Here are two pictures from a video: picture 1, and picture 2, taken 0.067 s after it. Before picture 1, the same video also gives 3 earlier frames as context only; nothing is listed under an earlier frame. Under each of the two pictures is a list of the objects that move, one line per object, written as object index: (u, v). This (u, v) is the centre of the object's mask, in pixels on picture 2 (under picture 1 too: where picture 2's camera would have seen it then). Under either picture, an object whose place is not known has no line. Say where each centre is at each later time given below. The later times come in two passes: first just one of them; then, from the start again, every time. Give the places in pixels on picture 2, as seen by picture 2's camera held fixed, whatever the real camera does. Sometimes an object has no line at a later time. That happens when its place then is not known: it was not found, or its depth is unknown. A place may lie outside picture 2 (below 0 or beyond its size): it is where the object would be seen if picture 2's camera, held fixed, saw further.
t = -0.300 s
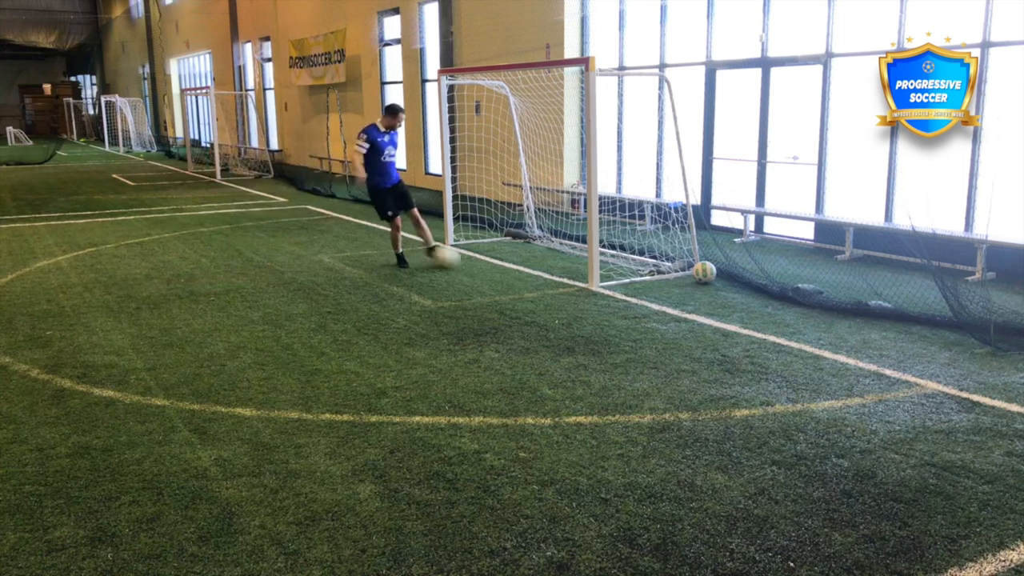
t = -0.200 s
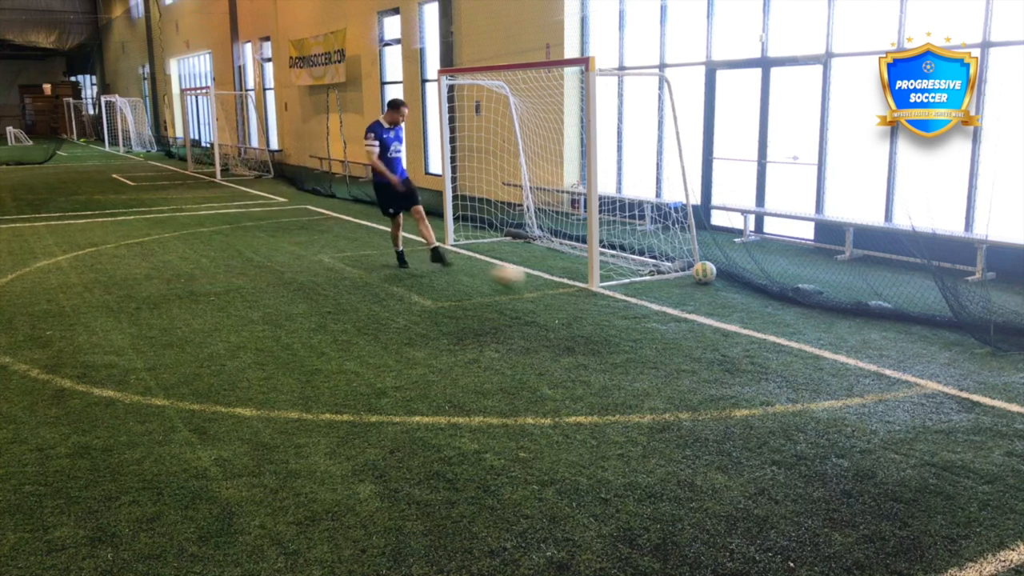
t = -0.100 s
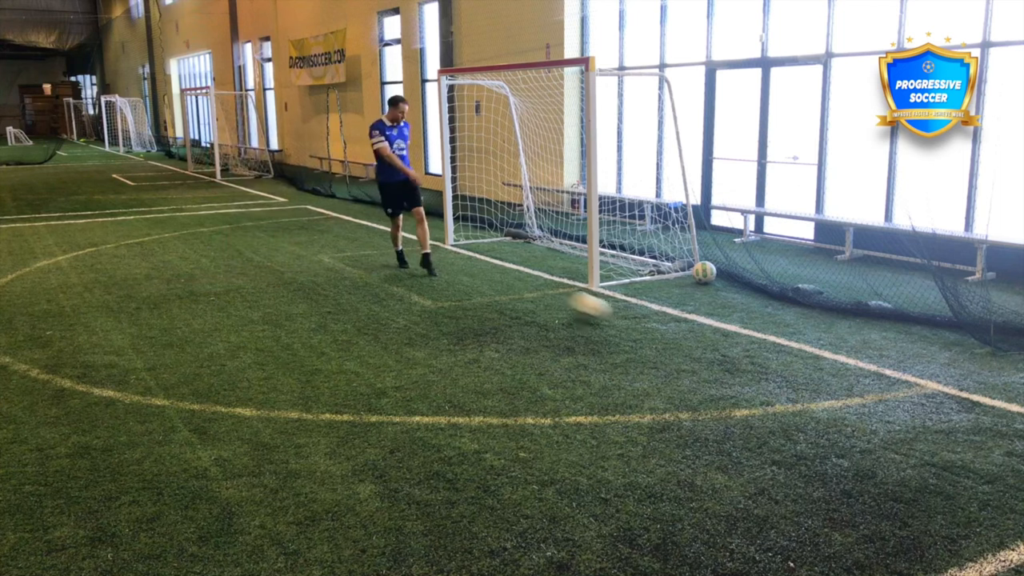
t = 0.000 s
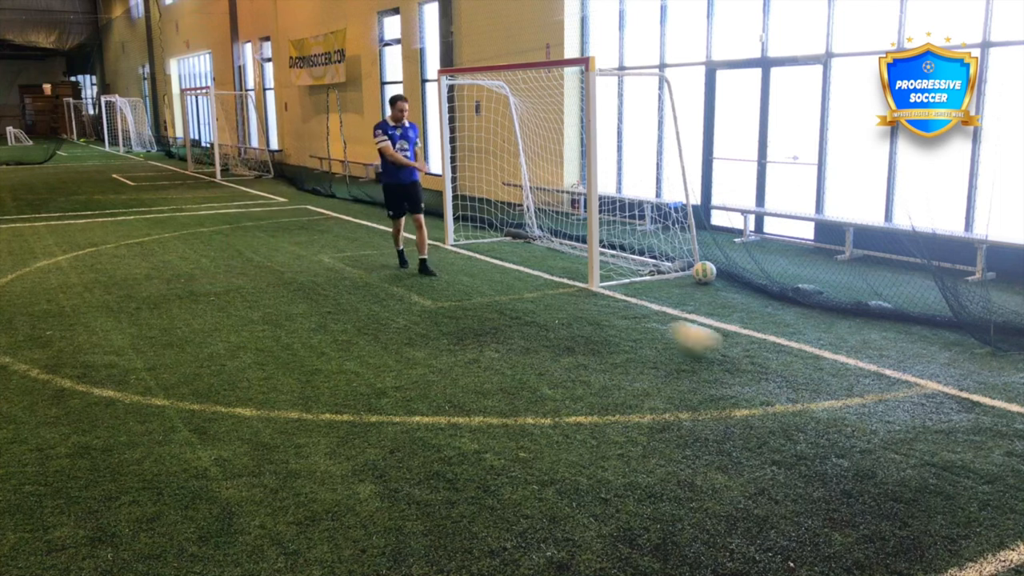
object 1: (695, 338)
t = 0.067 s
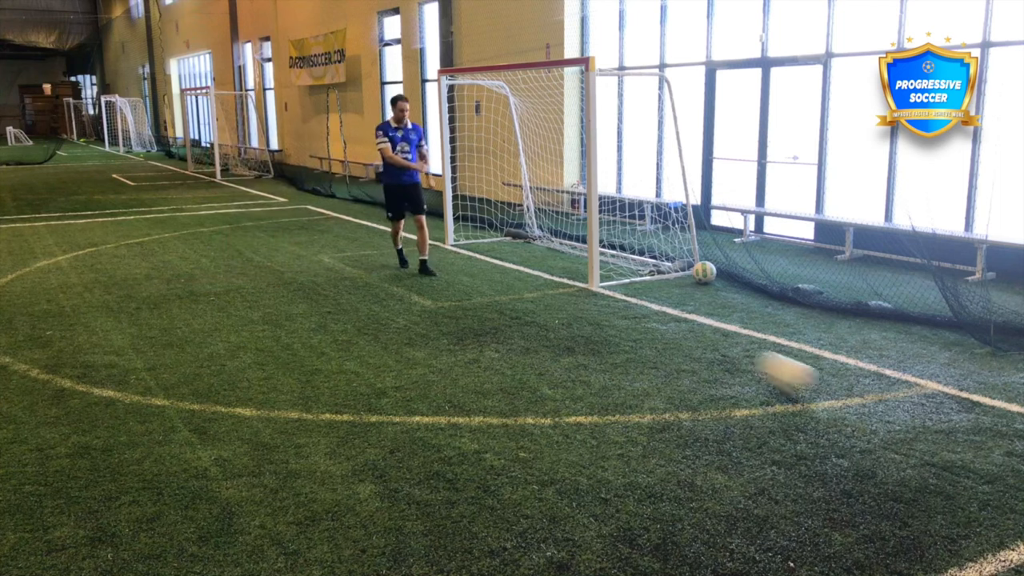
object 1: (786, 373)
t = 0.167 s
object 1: (967, 435)
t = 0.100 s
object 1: (836, 393)
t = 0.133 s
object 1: (899, 411)
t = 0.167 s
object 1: (967, 435)
